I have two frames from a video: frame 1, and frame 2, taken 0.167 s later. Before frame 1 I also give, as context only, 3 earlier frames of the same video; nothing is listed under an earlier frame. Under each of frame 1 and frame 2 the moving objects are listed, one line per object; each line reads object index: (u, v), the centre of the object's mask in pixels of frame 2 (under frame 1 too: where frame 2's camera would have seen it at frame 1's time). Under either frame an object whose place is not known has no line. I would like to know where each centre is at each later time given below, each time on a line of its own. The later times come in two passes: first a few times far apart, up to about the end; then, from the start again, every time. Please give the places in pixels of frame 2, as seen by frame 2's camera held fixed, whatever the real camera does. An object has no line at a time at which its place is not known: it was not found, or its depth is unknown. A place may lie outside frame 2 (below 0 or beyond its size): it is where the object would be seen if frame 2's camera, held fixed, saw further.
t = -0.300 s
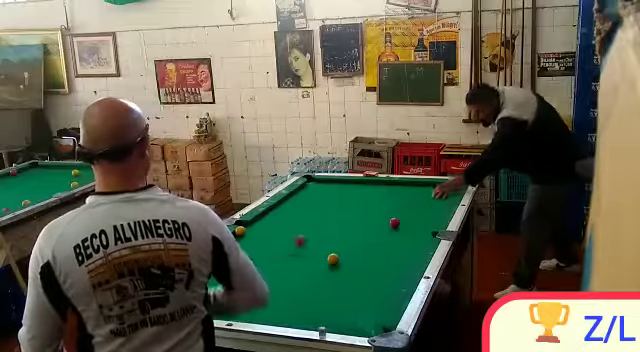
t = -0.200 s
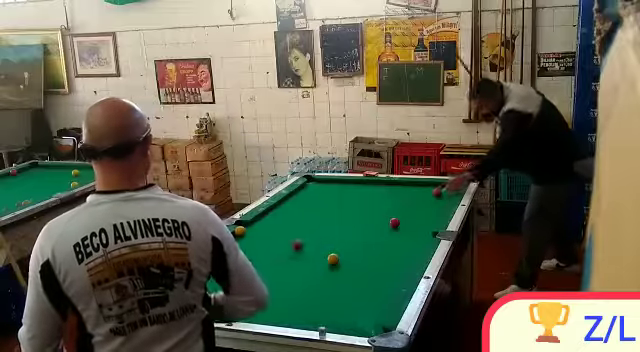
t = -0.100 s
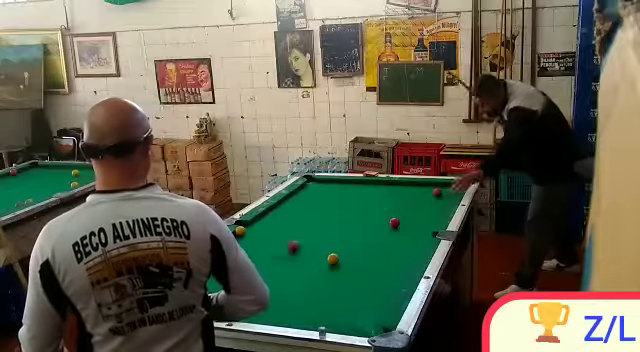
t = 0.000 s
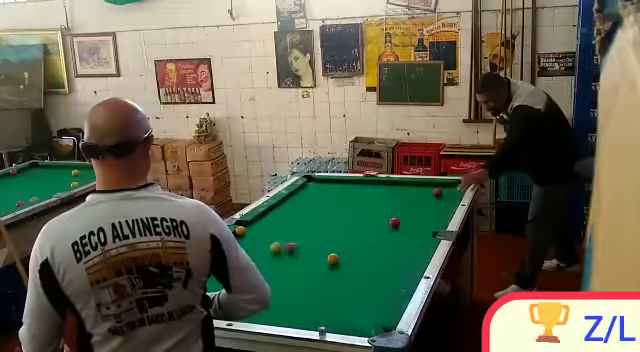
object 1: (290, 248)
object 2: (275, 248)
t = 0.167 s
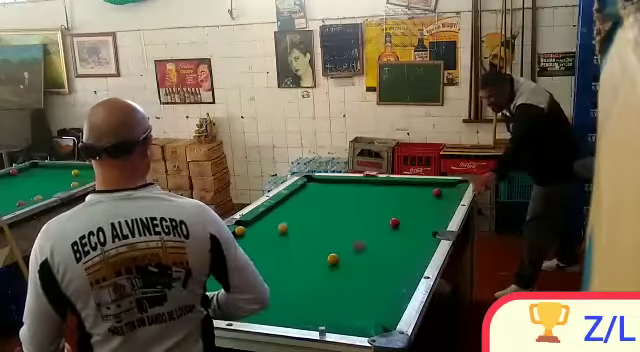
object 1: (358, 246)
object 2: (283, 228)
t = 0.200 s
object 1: (370, 246)
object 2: (285, 225)
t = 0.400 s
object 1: (407, 240)
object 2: (299, 206)
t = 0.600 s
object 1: (374, 234)
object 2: (312, 191)
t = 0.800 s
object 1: (345, 228)
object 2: (318, 182)
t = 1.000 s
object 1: (320, 221)
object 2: (314, 188)
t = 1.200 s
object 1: (295, 215)
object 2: (308, 195)
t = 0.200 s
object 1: (370, 246)
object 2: (285, 225)
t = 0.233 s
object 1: (380, 246)
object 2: (288, 222)
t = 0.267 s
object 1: (391, 247)
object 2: (291, 218)
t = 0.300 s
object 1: (402, 246)
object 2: (293, 215)
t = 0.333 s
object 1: (412, 245)
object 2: (295, 212)
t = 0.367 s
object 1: (412, 245)
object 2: (298, 209)
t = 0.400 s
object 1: (407, 240)
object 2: (299, 206)
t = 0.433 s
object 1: (404, 239)
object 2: (302, 203)
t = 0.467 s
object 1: (394, 239)
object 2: (304, 200)
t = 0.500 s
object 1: (390, 237)
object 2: (306, 198)
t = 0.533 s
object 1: (385, 237)
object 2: (308, 196)
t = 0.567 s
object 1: (379, 236)
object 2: (310, 193)
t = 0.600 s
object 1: (374, 234)
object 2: (312, 191)
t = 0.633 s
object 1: (369, 233)
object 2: (314, 188)
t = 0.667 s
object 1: (364, 232)
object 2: (315, 186)
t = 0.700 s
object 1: (359, 231)
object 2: (316, 184)
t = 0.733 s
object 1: (355, 230)
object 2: (318, 181)
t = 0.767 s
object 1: (349, 229)
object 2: (318, 181)
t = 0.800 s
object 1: (345, 228)
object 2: (318, 182)
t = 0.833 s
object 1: (341, 227)
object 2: (317, 183)
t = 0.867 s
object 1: (337, 226)
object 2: (316, 185)
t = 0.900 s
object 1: (331, 225)
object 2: (315, 186)
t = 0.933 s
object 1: (327, 223)
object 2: (315, 187)
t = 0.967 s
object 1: (323, 222)
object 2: (314, 188)
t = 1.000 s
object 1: (320, 221)
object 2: (314, 188)
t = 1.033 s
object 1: (315, 220)
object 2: (314, 189)
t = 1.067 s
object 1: (311, 219)
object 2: (313, 189)
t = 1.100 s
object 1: (307, 218)
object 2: (312, 190)
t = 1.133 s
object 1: (302, 217)
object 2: (311, 192)
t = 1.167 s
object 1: (299, 216)
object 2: (309, 194)
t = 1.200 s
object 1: (295, 215)
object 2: (308, 195)
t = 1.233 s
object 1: (291, 214)
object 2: (308, 196)
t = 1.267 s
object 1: (288, 214)
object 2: (307, 197)
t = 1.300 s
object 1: (284, 213)
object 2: (306, 198)
